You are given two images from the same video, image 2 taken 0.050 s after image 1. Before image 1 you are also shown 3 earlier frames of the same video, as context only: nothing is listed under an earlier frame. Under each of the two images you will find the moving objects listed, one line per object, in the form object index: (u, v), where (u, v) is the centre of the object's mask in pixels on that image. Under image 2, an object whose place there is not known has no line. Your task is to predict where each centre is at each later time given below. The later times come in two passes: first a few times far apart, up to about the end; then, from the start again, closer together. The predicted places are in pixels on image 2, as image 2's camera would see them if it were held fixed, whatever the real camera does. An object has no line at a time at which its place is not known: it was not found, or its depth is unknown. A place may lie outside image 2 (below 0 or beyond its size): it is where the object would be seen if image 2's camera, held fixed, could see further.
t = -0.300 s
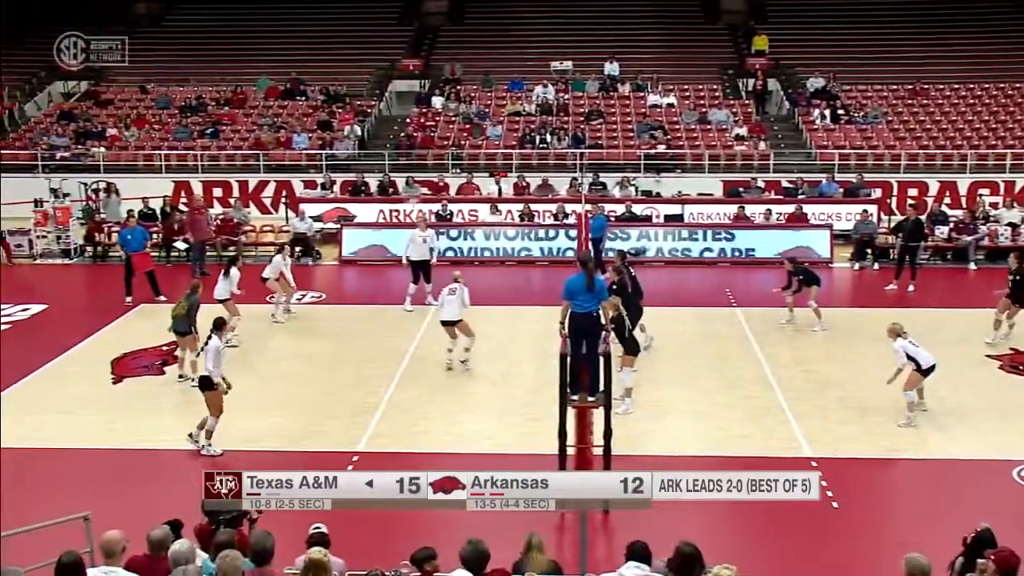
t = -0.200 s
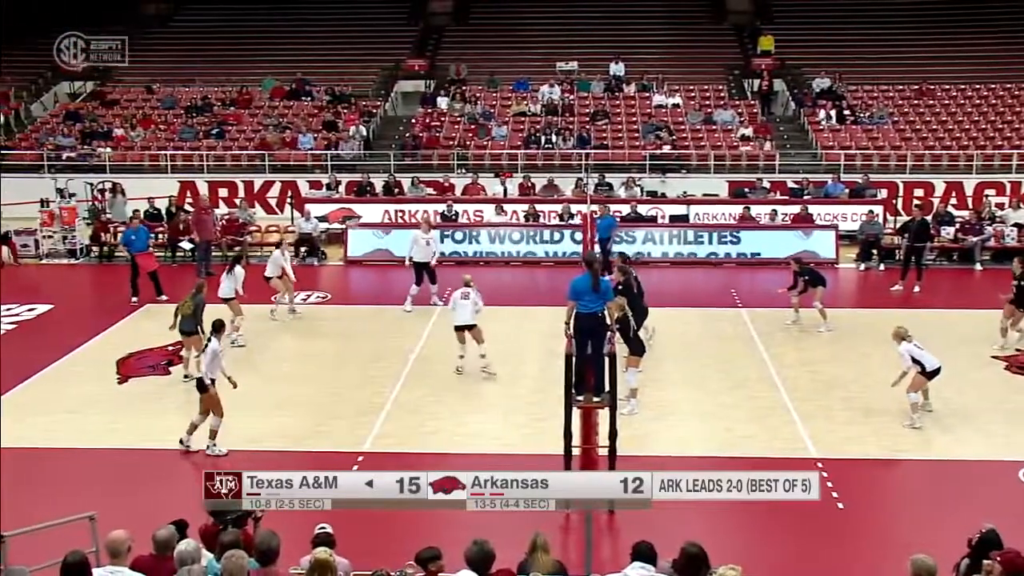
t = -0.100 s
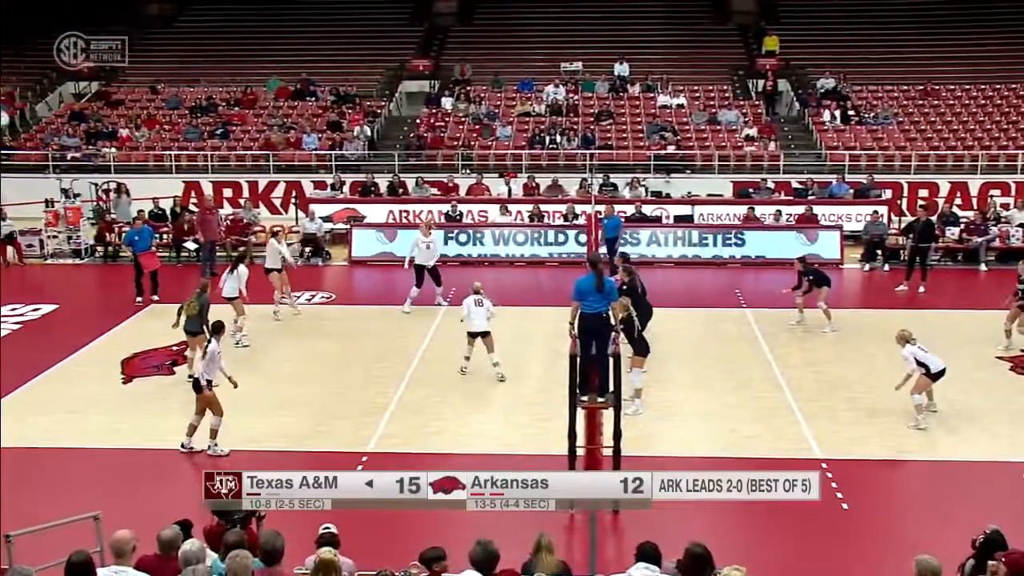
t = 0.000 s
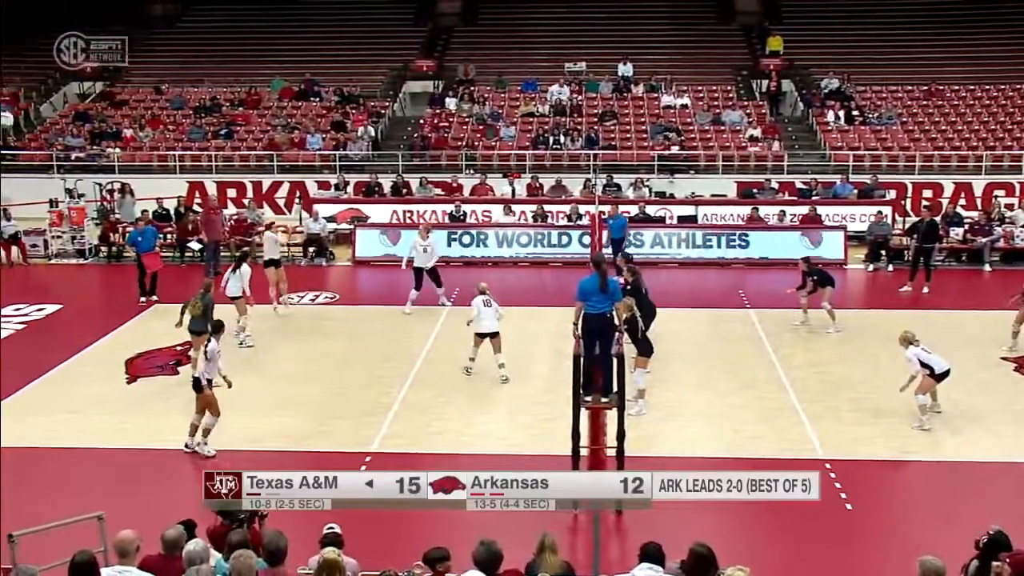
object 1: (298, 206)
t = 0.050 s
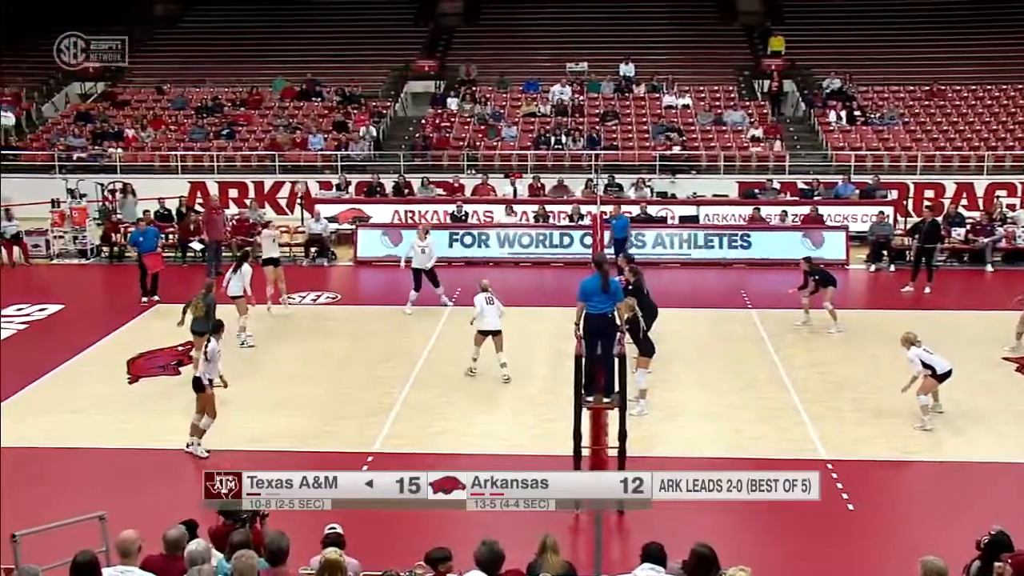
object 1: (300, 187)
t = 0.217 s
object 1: (308, 124)
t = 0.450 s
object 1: (321, 61)
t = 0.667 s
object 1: (332, 30)
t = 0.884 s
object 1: (343, 22)
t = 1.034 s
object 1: (350, 34)
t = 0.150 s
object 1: (306, 146)
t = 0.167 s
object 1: (306, 141)
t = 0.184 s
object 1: (306, 133)
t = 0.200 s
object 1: (308, 128)
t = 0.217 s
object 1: (308, 124)
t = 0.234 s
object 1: (309, 120)
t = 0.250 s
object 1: (310, 113)
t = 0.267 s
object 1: (311, 108)
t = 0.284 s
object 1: (313, 103)
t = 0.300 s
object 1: (314, 97)
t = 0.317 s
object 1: (315, 94)
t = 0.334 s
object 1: (315, 89)
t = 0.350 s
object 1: (316, 84)
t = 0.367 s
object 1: (317, 80)
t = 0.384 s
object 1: (318, 77)
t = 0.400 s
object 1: (318, 72)
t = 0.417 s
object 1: (319, 69)
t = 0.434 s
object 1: (320, 65)
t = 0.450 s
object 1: (321, 61)
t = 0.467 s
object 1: (322, 58)
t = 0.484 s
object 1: (323, 55)
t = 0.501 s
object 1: (324, 52)
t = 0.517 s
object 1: (325, 49)
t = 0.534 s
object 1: (325, 46)
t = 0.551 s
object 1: (326, 44)
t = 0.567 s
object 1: (327, 40)
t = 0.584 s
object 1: (328, 39)
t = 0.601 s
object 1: (328, 36)
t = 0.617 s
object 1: (329, 35)
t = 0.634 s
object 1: (330, 32)
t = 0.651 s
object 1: (331, 31)
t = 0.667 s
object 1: (332, 30)
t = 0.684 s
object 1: (333, 28)
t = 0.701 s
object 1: (334, 26)
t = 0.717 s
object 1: (334, 25)
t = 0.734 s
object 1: (335, 24)
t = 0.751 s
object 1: (336, 23)
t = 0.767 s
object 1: (337, 23)
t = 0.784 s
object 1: (338, 22)
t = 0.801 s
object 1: (339, 22)
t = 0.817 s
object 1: (340, 22)
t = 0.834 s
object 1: (341, 21)
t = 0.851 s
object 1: (341, 22)
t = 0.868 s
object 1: (342, 22)
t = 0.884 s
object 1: (343, 22)
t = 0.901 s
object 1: (344, 23)
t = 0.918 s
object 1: (344, 24)
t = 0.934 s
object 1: (345, 25)
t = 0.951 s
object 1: (346, 26)
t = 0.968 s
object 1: (346, 27)
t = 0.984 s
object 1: (347, 29)
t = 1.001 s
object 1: (348, 30)
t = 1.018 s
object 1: (349, 33)
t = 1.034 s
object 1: (350, 34)
